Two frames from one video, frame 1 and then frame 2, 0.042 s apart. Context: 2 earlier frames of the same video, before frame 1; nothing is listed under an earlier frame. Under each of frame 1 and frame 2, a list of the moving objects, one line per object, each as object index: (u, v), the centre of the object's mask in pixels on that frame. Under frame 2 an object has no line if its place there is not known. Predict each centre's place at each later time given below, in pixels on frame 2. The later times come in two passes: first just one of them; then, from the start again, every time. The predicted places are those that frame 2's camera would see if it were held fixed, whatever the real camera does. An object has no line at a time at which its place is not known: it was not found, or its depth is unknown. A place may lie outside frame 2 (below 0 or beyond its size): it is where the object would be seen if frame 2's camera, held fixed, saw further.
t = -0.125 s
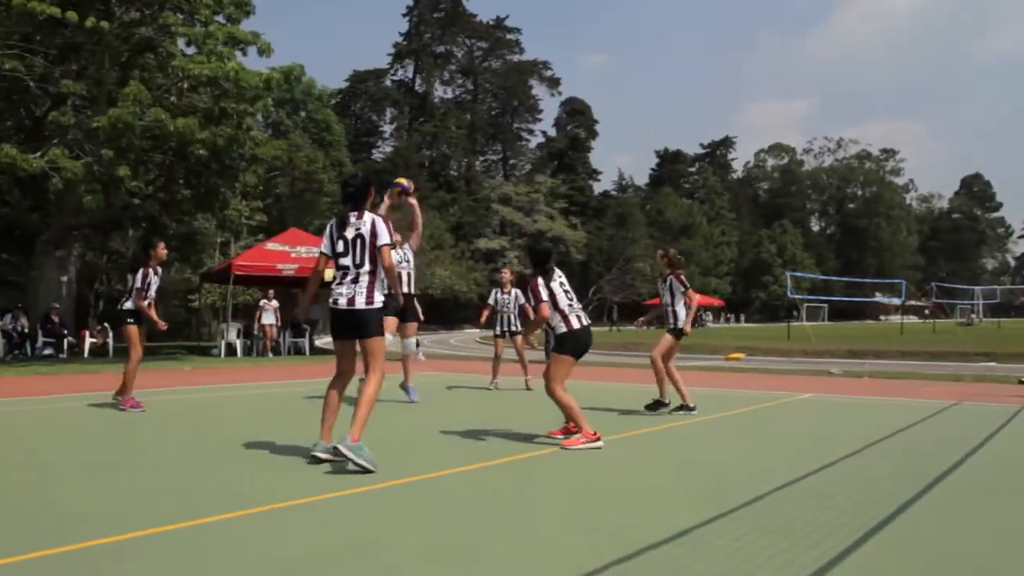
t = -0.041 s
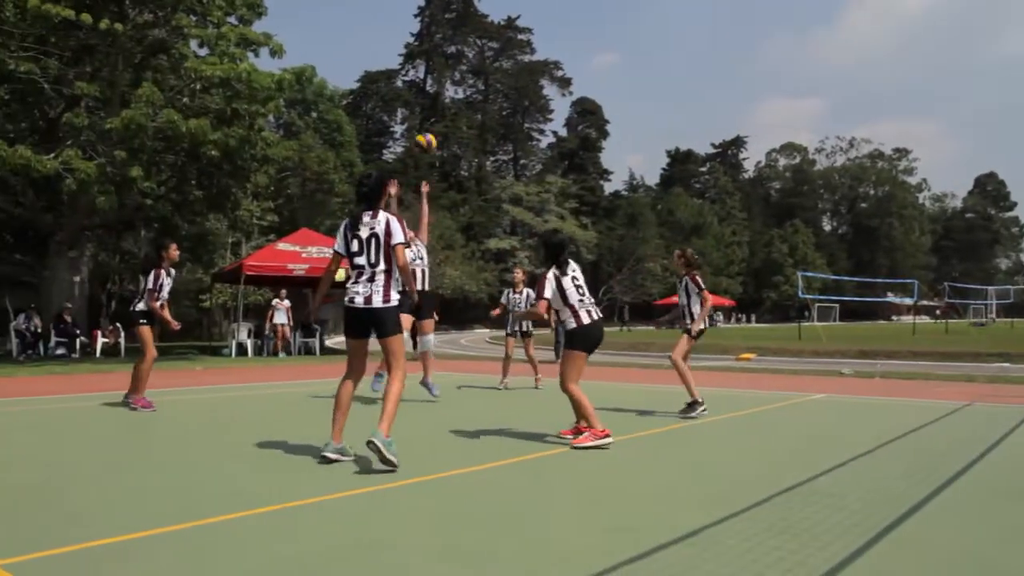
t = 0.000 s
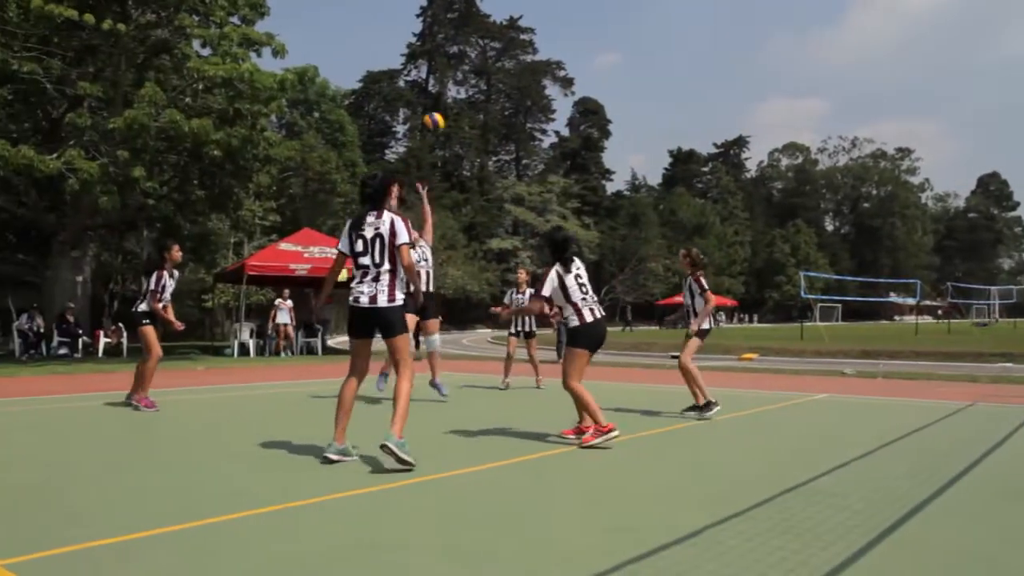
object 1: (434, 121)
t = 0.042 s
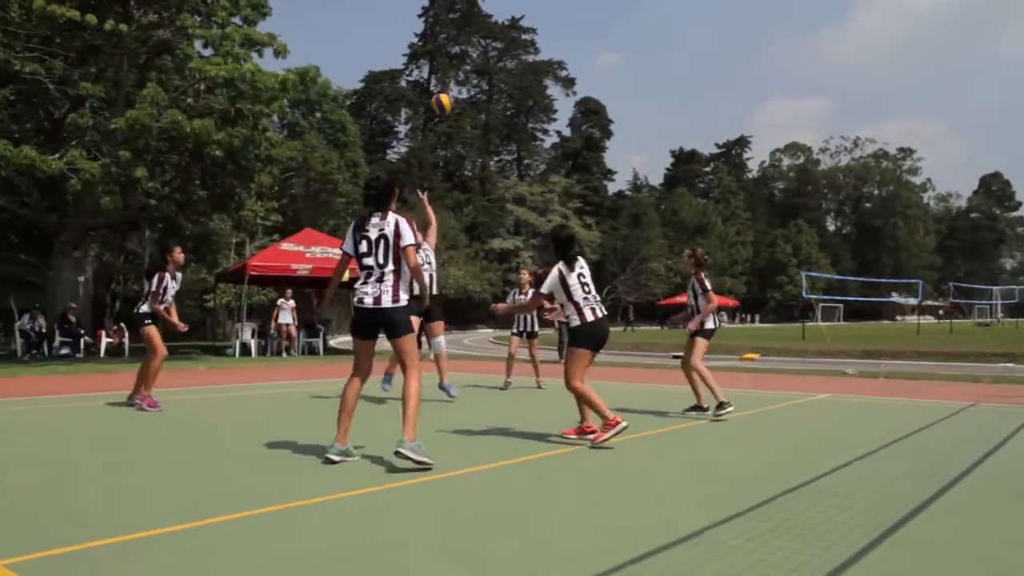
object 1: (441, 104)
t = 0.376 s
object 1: (496, 8)
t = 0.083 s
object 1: (448, 86)
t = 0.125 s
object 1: (456, 71)
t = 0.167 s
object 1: (462, 56)
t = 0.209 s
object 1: (468, 42)
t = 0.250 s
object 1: (475, 30)
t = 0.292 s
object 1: (482, 20)
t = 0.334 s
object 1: (490, 12)
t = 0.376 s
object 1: (496, 8)
